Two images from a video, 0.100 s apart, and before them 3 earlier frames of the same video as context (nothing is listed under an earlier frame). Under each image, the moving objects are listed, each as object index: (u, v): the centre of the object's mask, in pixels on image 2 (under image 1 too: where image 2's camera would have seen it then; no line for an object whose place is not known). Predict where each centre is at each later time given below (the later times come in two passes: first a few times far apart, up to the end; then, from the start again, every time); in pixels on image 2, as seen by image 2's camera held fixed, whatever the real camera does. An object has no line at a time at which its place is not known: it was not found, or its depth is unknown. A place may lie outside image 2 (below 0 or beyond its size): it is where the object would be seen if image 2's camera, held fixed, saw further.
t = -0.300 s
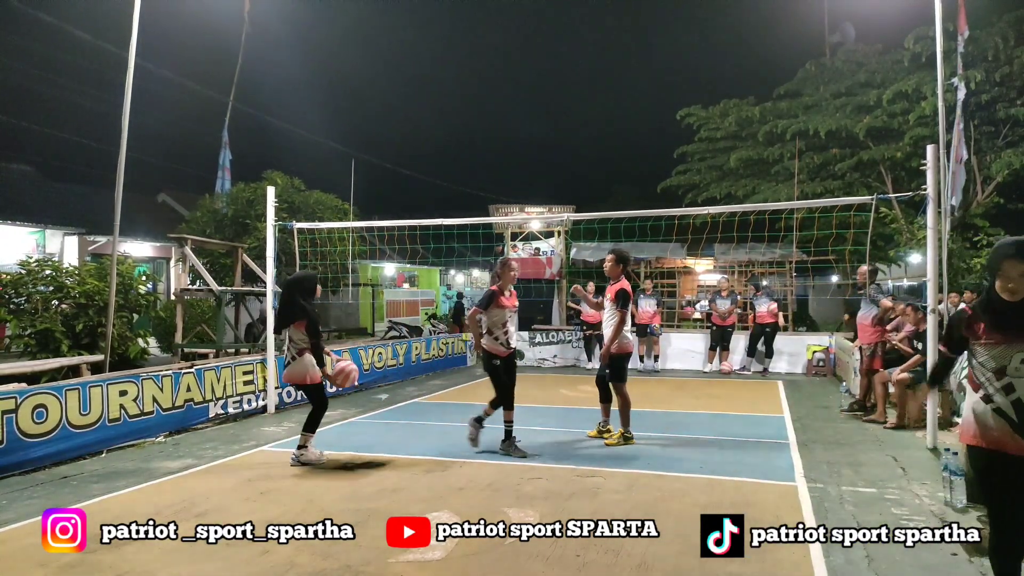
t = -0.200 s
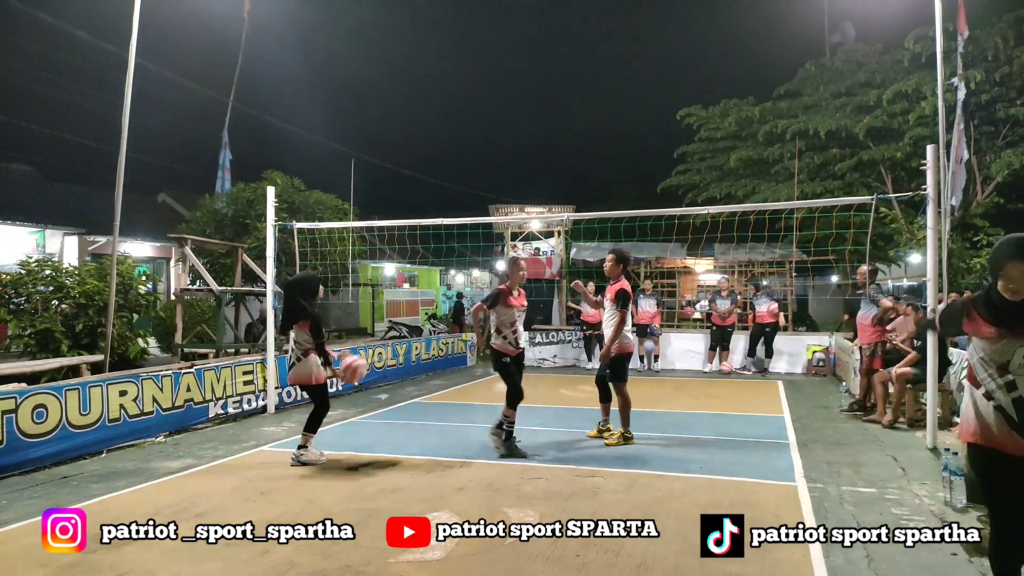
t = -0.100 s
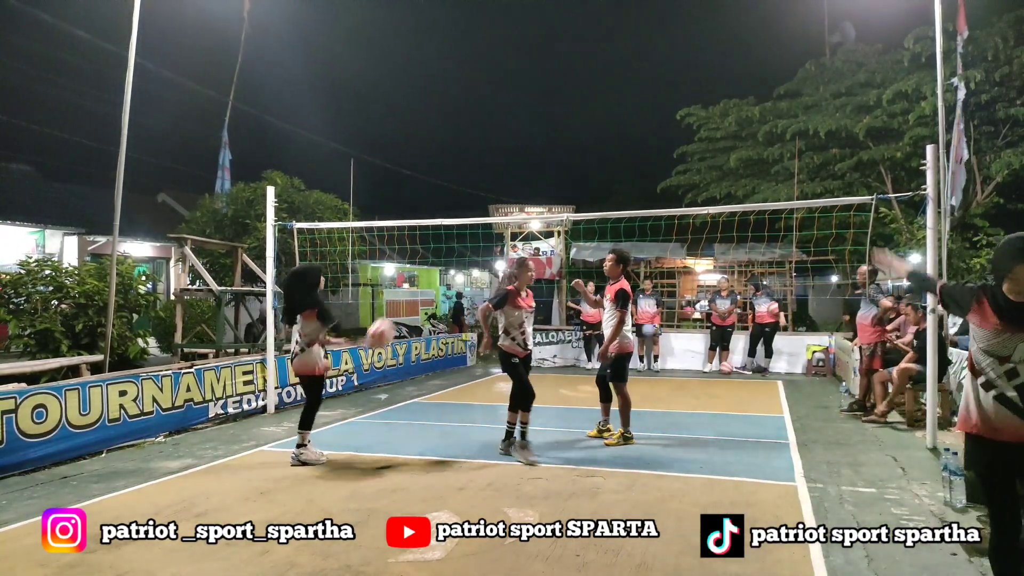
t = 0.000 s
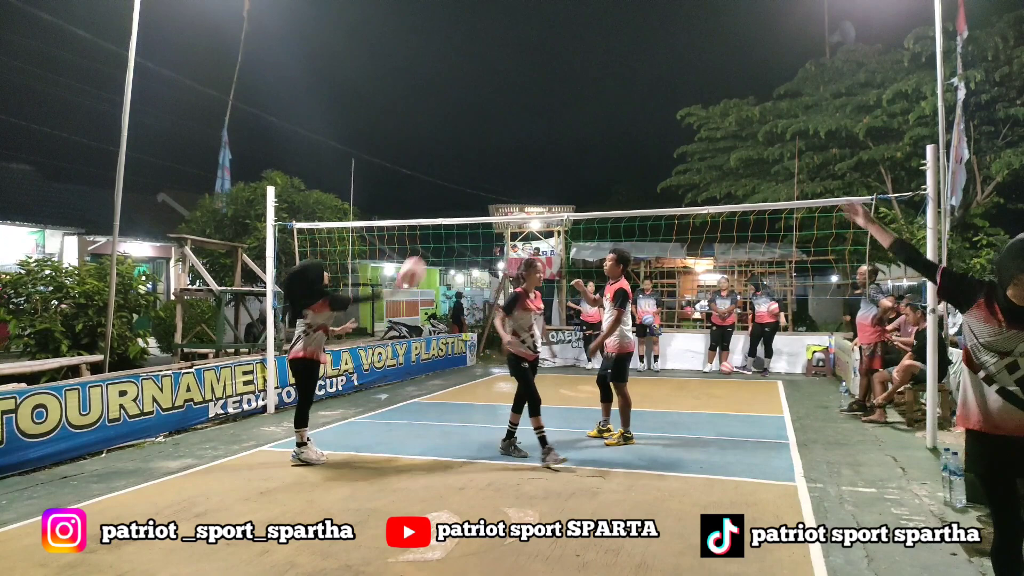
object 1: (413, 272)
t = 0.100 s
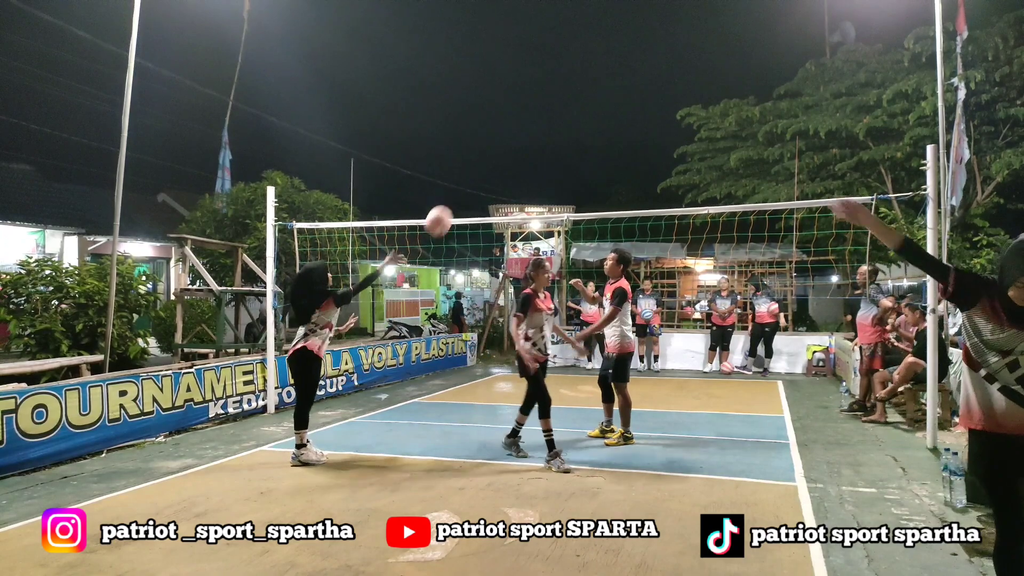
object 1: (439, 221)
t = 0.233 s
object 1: (471, 172)
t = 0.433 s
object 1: (516, 139)
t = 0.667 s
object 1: (567, 157)
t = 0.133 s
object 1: (447, 206)
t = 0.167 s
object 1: (455, 194)
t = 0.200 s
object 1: (463, 182)
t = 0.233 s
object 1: (471, 172)
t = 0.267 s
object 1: (478, 163)
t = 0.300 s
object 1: (486, 156)
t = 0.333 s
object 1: (494, 150)
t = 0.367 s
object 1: (501, 145)
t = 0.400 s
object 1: (509, 141)
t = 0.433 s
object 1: (516, 139)
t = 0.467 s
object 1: (524, 138)
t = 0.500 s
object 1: (531, 138)
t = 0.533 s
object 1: (539, 140)
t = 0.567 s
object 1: (546, 142)
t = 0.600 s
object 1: (553, 146)
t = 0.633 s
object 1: (560, 151)
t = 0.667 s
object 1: (567, 157)
